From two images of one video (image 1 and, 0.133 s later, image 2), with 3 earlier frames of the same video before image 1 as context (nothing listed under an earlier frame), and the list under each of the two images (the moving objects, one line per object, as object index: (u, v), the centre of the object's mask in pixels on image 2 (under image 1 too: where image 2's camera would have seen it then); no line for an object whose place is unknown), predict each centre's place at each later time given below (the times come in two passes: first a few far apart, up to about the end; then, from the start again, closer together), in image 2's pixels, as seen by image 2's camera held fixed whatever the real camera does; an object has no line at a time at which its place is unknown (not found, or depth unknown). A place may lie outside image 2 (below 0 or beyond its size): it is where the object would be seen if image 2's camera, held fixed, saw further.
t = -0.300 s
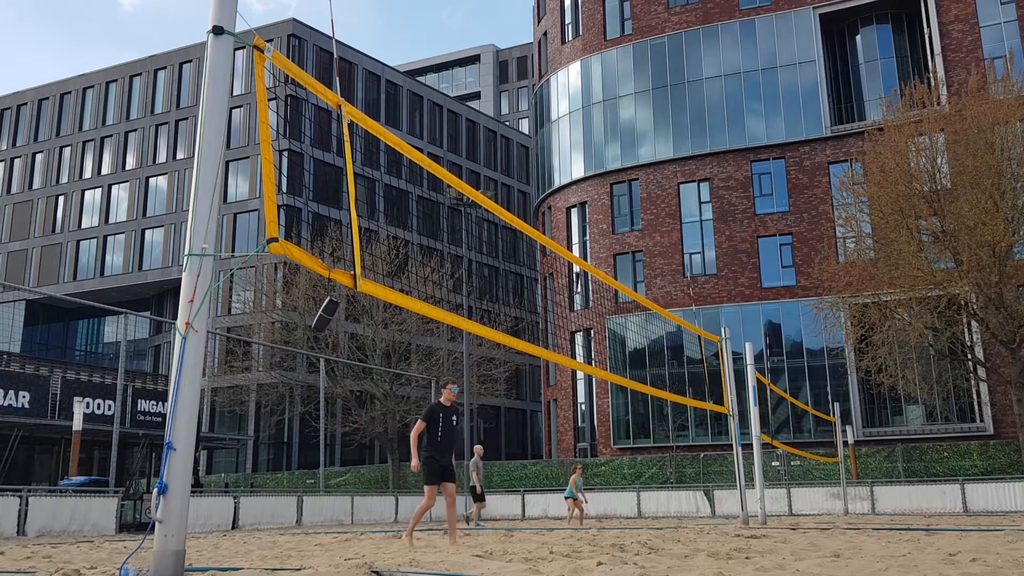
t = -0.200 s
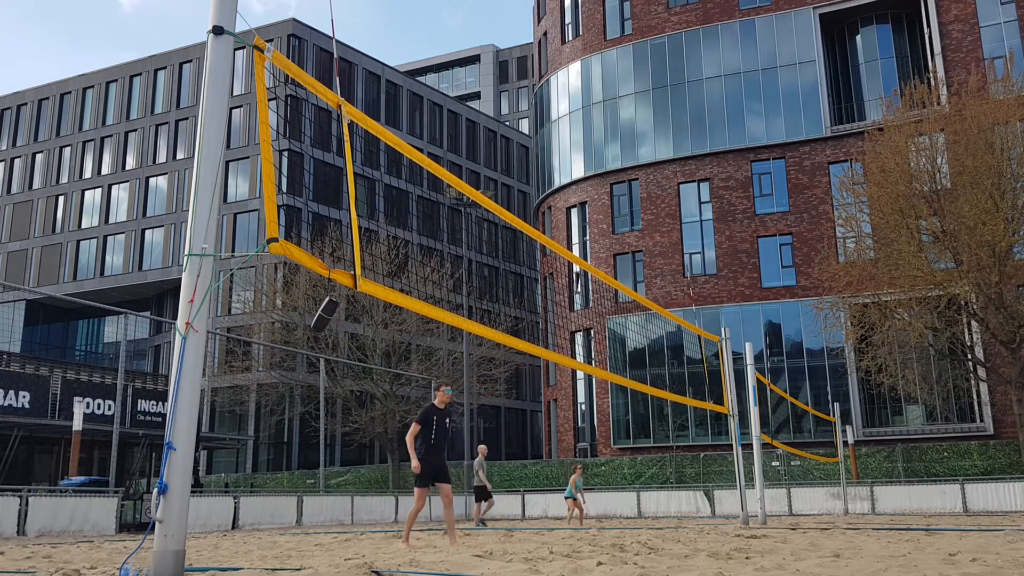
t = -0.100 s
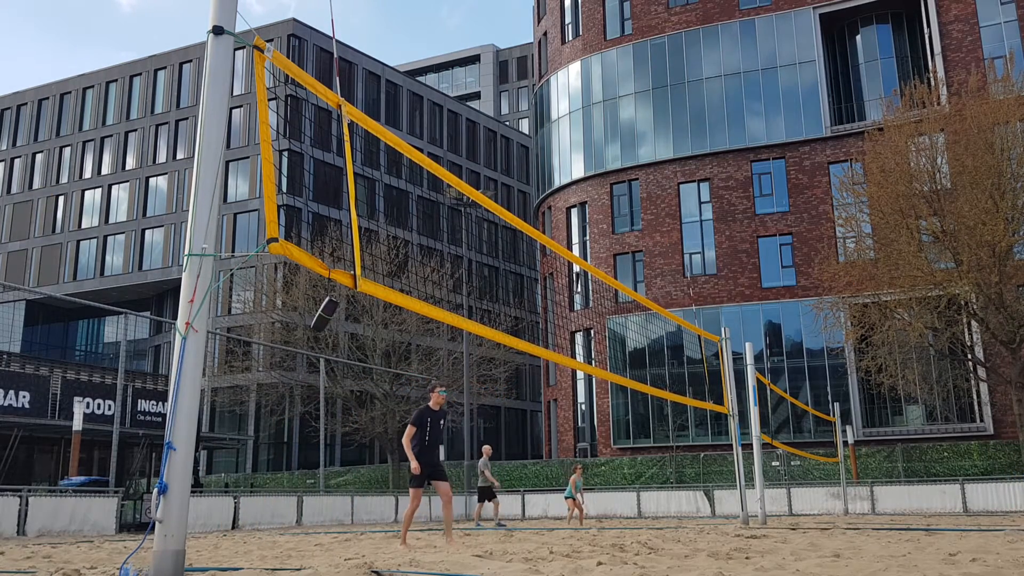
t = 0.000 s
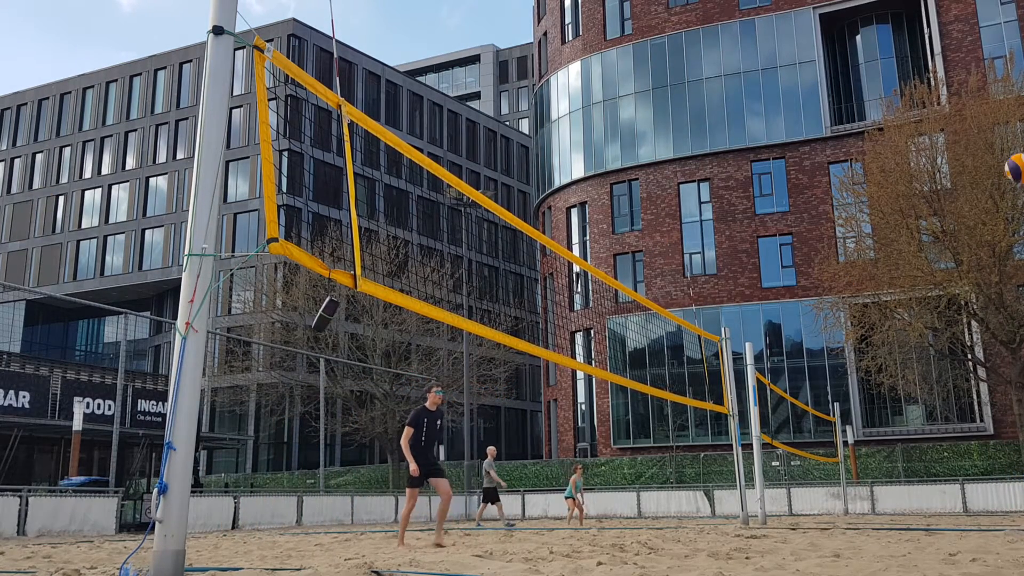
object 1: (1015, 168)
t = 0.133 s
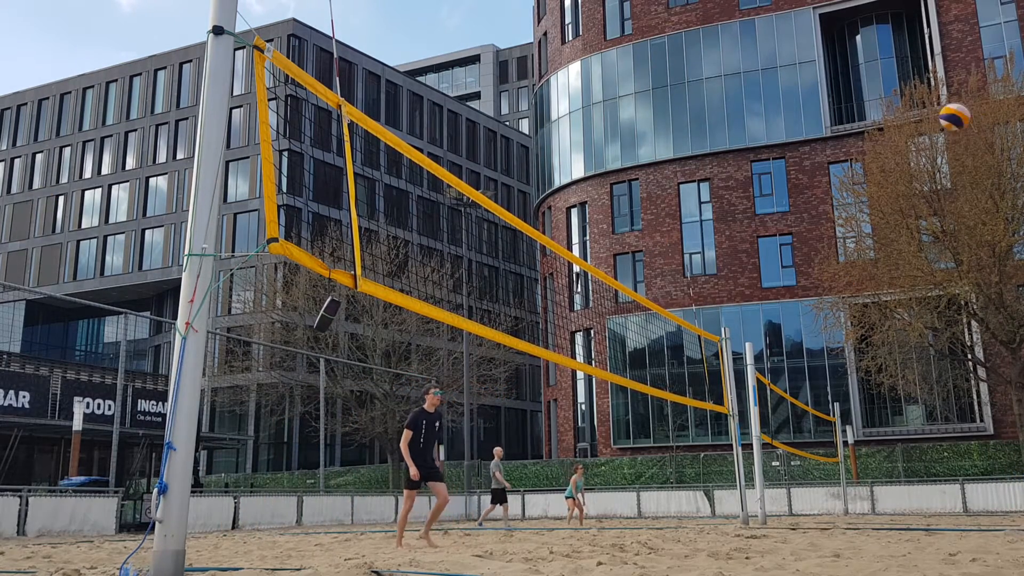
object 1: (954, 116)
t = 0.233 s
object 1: (914, 93)
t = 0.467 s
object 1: (833, 88)
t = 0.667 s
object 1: (779, 126)
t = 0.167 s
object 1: (940, 107)
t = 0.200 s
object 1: (926, 99)
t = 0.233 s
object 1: (914, 93)
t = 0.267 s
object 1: (900, 90)
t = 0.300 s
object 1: (888, 87)
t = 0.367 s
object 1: (865, 83)
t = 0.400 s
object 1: (854, 84)
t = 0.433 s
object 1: (843, 85)
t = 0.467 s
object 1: (833, 88)
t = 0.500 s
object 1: (823, 91)
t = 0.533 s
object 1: (814, 97)
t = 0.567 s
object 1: (805, 103)
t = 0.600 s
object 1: (795, 109)
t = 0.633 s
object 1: (787, 117)
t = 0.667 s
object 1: (779, 126)
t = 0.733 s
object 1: (762, 147)
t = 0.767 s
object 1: (755, 157)
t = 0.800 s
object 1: (748, 170)
